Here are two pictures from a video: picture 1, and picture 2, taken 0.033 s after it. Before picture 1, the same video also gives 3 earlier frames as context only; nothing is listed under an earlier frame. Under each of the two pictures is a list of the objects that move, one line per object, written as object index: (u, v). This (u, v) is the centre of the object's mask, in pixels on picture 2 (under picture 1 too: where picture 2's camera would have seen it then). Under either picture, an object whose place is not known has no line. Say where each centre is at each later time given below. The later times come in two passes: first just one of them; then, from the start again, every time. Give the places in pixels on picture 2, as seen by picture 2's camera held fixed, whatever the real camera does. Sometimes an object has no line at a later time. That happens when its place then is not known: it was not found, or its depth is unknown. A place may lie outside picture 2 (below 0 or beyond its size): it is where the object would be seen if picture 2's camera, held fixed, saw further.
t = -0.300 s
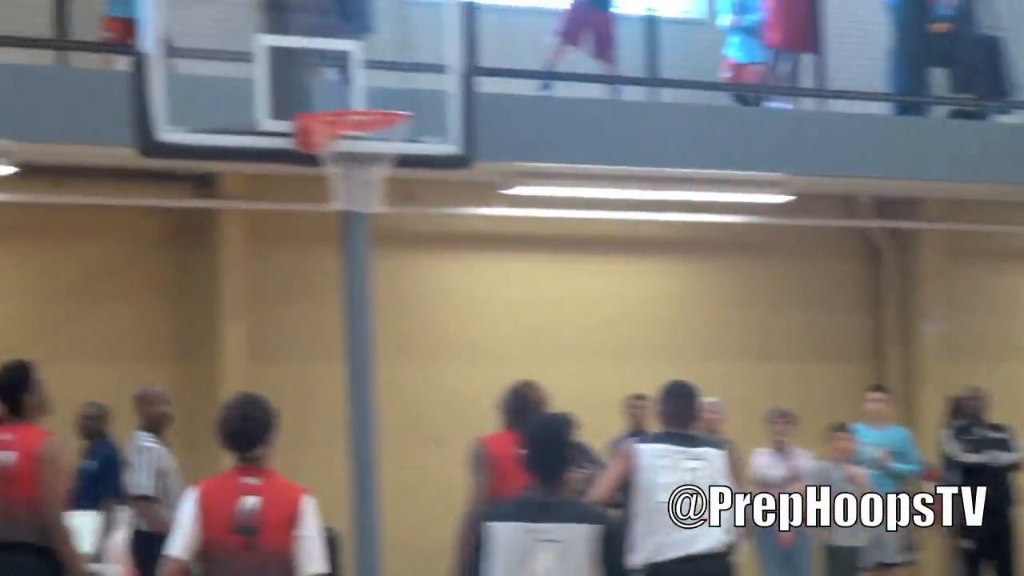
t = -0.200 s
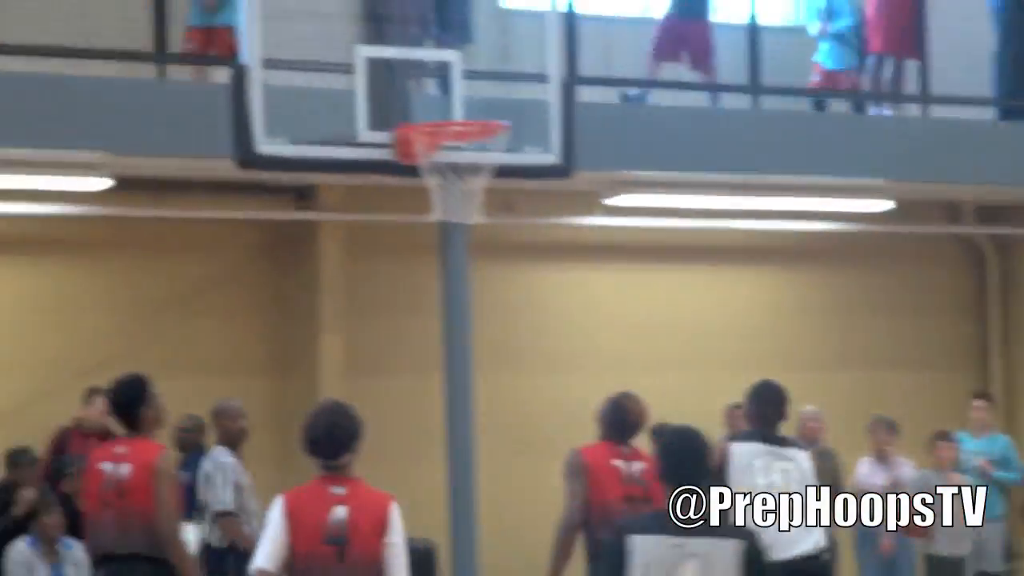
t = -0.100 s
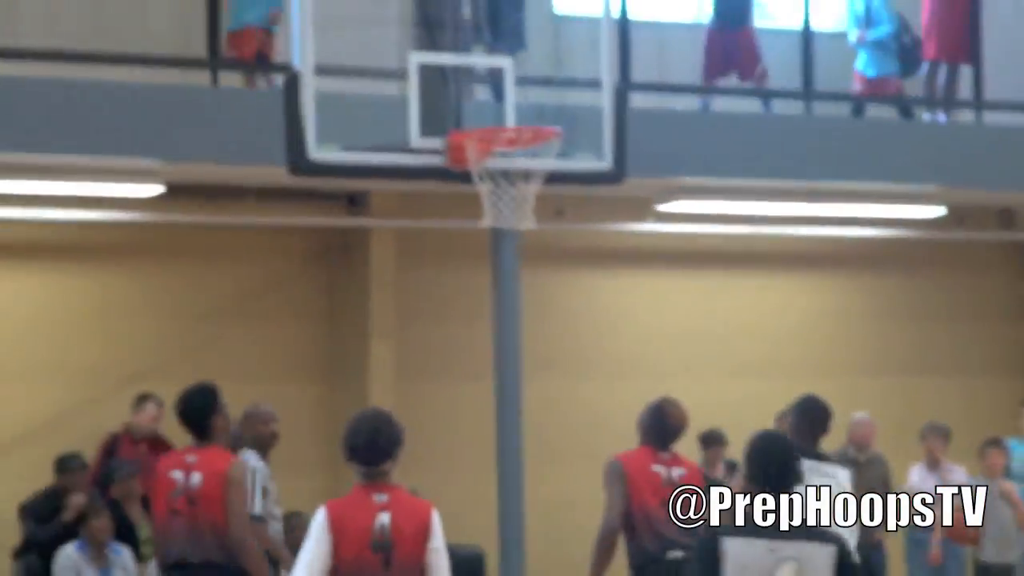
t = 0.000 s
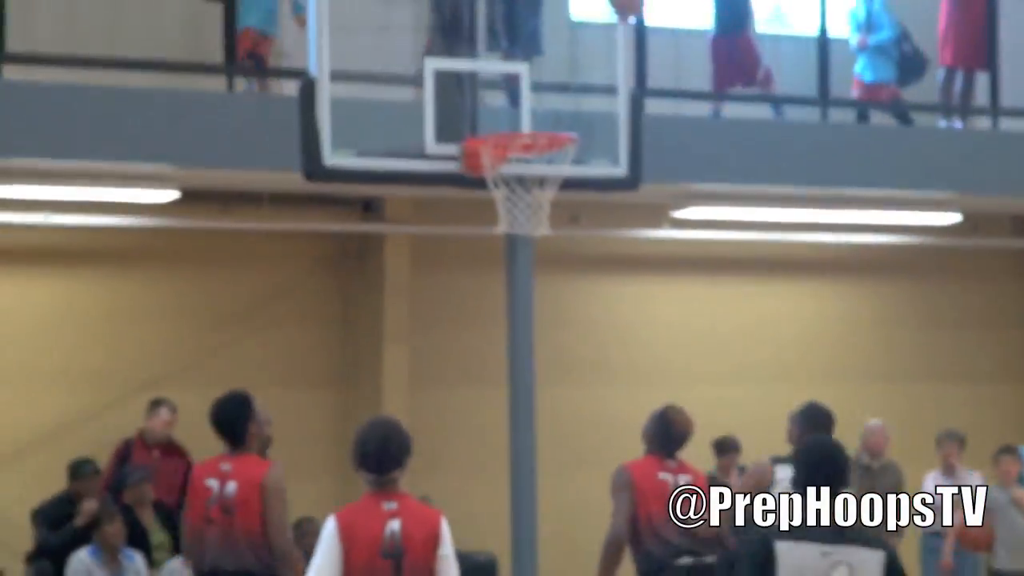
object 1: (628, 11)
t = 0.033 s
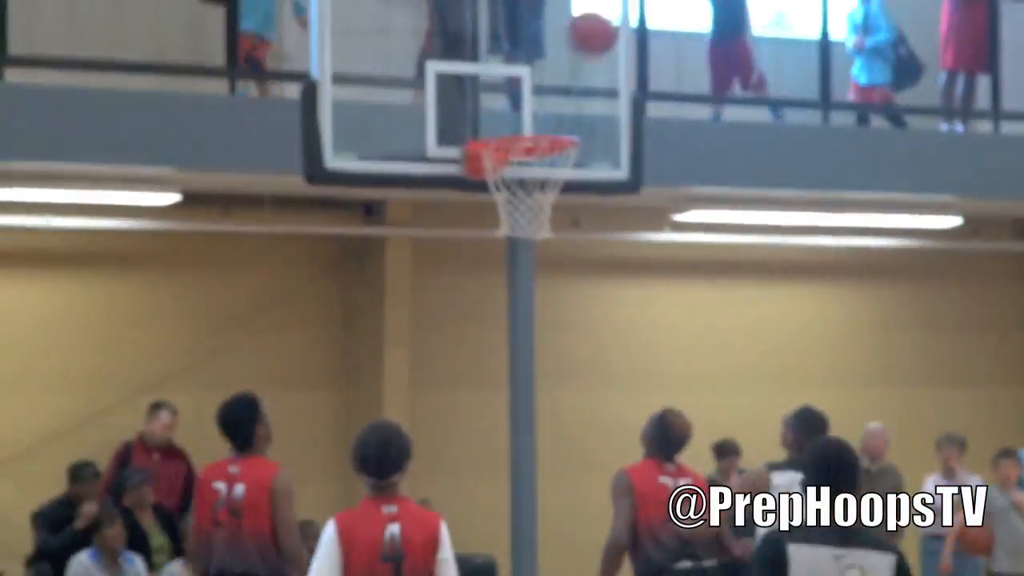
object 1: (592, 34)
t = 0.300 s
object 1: (624, 71)
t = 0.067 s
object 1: (562, 65)
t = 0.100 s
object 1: (528, 102)
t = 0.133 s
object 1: (503, 123)
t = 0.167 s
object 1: (525, 114)
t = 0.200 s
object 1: (550, 101)
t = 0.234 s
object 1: (573, 89)
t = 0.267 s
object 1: (598, 79)
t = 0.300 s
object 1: (624, 71)
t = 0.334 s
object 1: (651, 65)
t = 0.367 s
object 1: (677, 62)
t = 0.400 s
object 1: (704, 61)
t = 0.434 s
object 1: (731, 62)
